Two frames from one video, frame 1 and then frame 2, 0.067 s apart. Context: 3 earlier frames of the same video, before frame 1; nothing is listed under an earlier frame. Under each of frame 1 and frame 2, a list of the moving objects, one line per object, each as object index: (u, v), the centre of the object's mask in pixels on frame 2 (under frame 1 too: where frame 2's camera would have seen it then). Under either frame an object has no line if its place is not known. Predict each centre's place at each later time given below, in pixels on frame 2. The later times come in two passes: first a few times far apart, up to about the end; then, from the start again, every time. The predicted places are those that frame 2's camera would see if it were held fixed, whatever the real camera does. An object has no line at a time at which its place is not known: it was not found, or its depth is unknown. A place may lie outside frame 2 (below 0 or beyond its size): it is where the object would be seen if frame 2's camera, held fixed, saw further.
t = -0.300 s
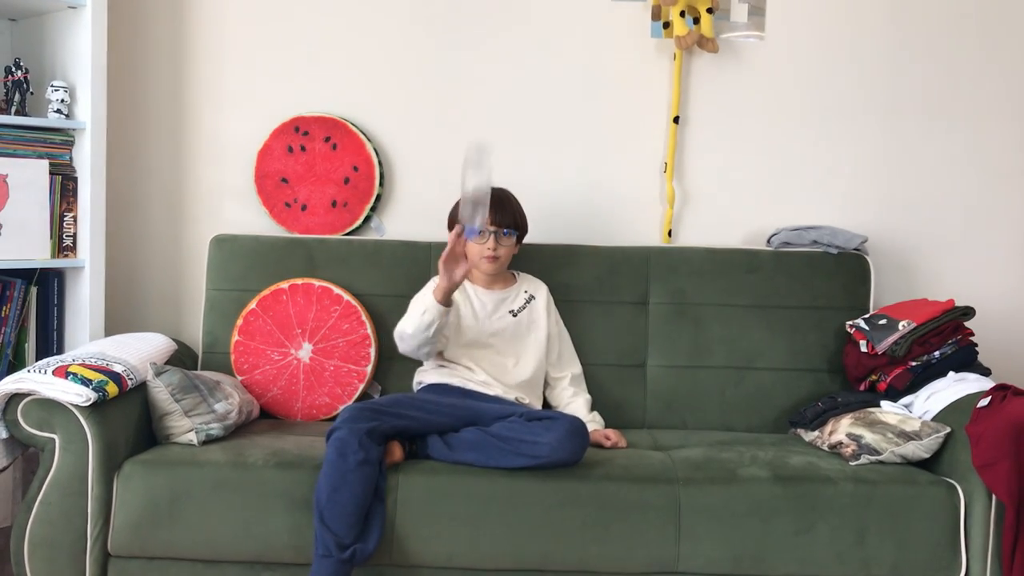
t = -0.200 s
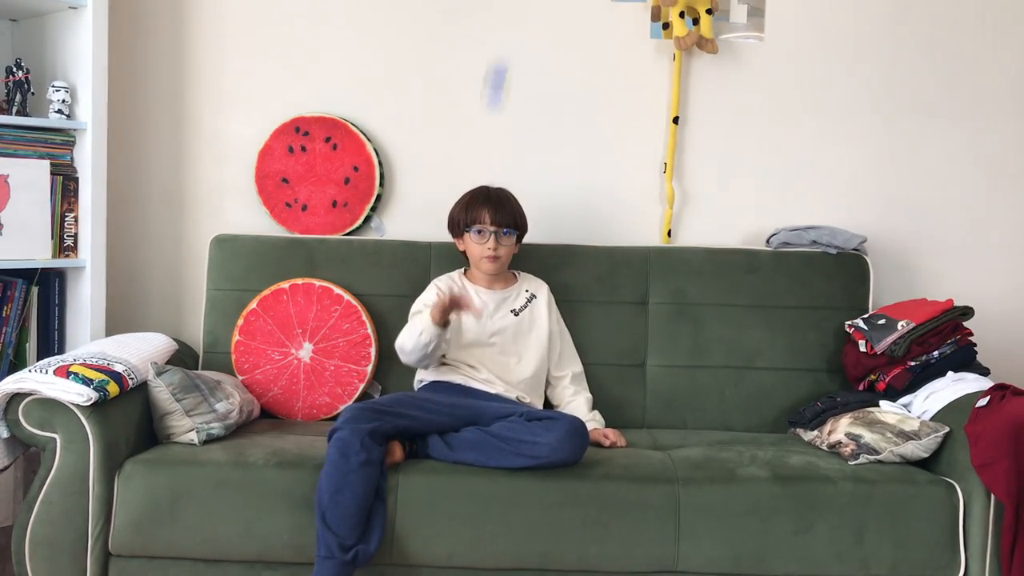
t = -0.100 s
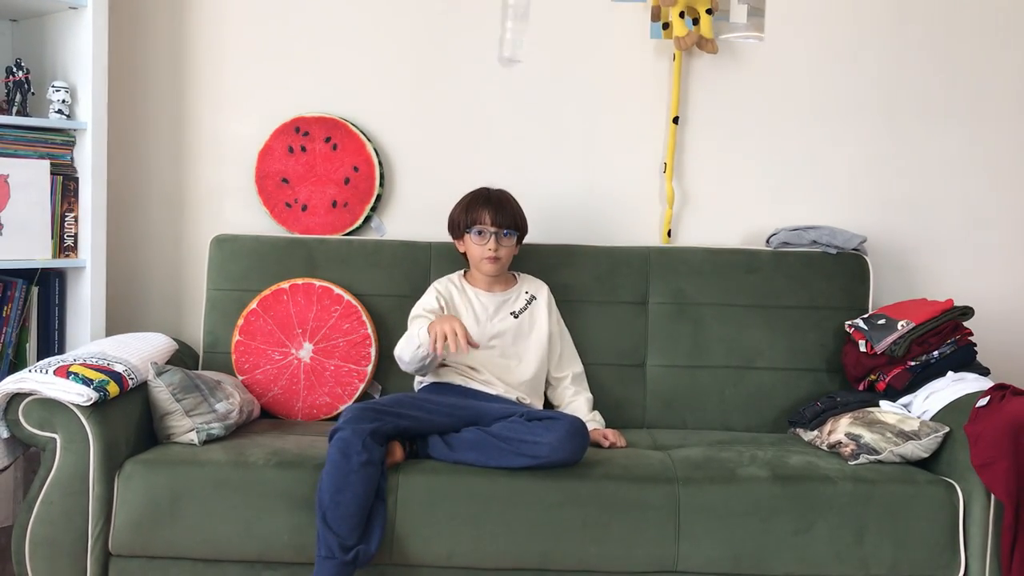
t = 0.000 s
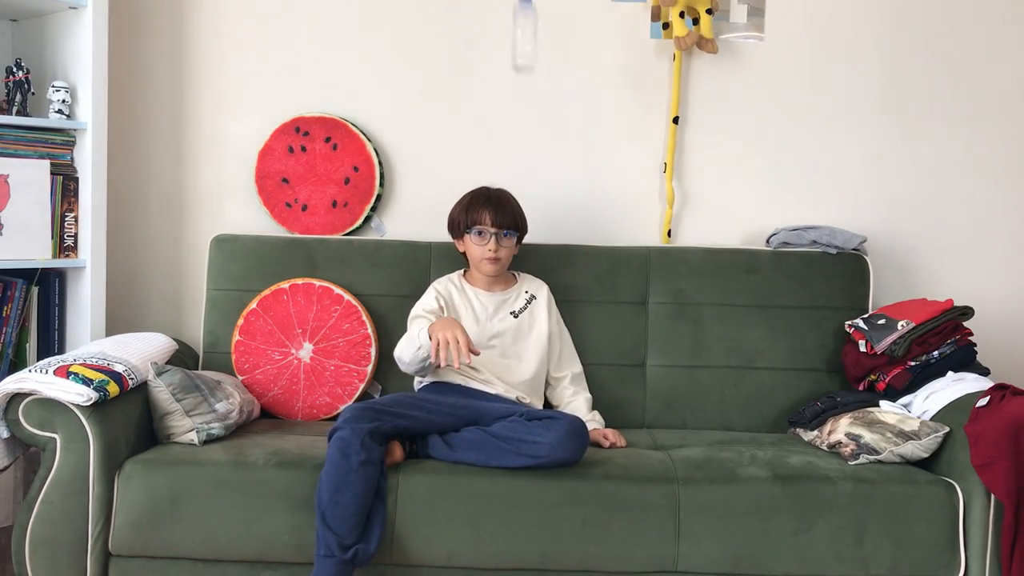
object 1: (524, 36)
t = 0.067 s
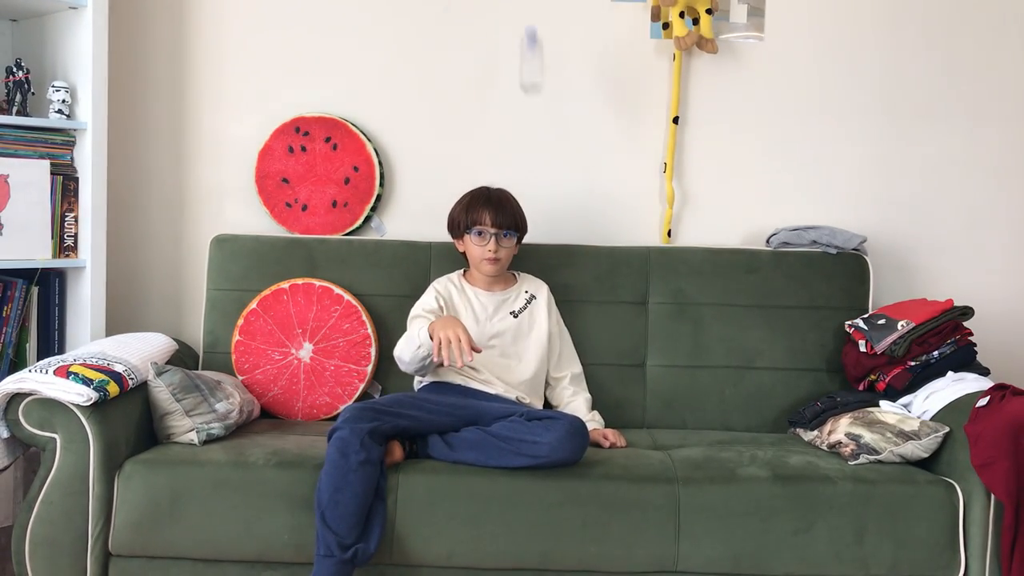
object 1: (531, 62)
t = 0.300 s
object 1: (550, 233)
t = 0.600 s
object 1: (575, 262)
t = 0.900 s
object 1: (638, 405)
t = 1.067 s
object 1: (668, 419)
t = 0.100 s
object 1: (534, 82)
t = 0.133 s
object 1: (536, 106)
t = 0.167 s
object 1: (539, 132)
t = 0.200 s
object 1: (541, 163)
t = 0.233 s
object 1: (542, 196)
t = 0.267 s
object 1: (548, 228)
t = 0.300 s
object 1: (550, 233)
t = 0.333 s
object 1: (553, 226)
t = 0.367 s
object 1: (555, 221)
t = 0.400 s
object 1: (558, 219)
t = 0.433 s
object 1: (562, 219)
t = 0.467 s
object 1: (564, 221)
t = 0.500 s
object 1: (567, 227)
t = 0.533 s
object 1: (569, 235)
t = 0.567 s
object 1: (572, 247)
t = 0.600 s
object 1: (575, 262)
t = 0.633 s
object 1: (578, 280)
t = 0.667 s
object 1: (582, 301)
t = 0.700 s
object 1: (587, 323)
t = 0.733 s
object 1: (600, 344)
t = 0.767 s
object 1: (611, 372)
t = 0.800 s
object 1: (625, 402)
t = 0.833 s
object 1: (630, 419)
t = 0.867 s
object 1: (631, 413)
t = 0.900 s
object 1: (638, 405)
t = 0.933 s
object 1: (644, 402)
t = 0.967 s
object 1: (652, 402)
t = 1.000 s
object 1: (659, 407)
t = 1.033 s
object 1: (667, 415)
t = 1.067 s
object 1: (668, 419)
